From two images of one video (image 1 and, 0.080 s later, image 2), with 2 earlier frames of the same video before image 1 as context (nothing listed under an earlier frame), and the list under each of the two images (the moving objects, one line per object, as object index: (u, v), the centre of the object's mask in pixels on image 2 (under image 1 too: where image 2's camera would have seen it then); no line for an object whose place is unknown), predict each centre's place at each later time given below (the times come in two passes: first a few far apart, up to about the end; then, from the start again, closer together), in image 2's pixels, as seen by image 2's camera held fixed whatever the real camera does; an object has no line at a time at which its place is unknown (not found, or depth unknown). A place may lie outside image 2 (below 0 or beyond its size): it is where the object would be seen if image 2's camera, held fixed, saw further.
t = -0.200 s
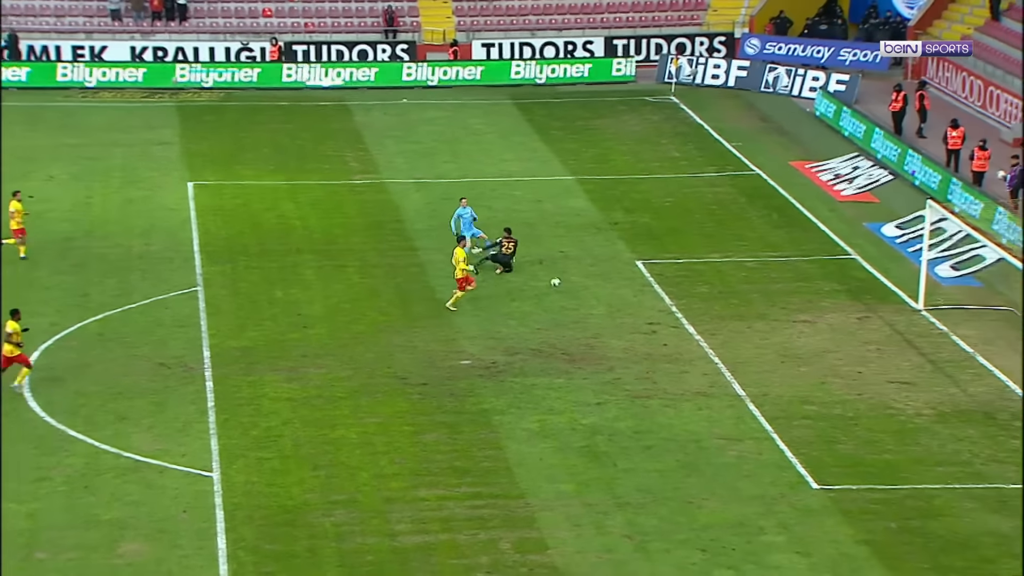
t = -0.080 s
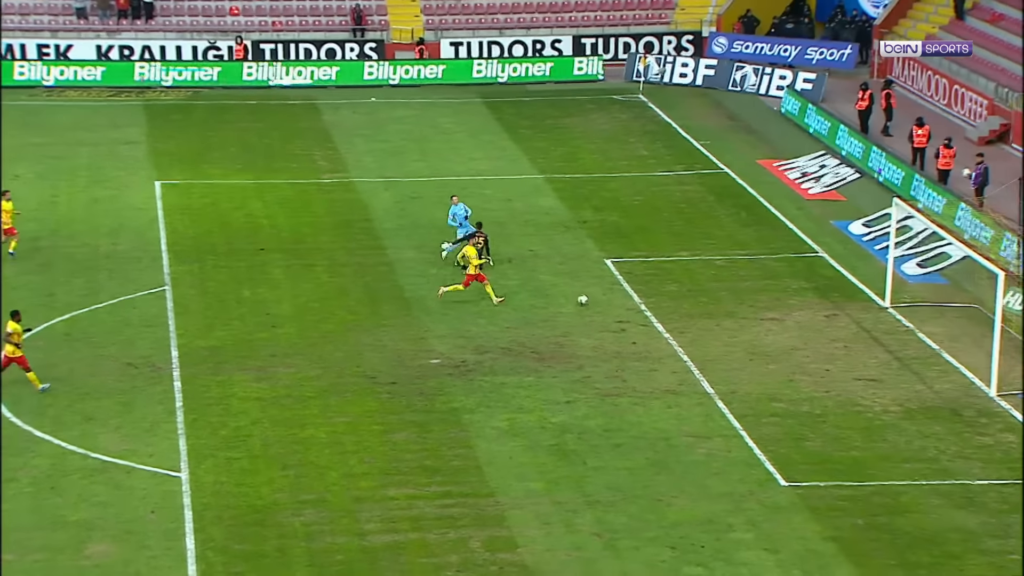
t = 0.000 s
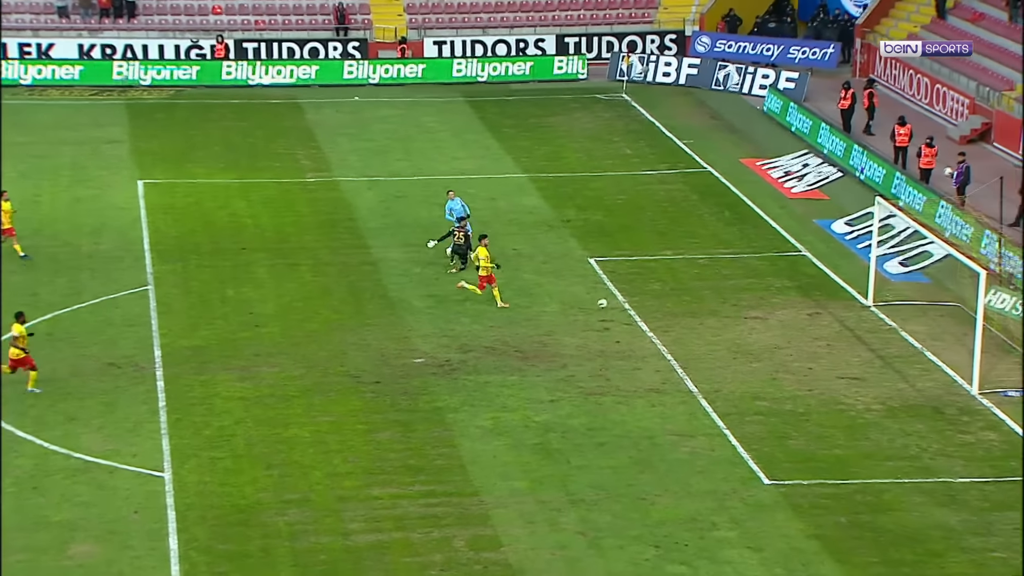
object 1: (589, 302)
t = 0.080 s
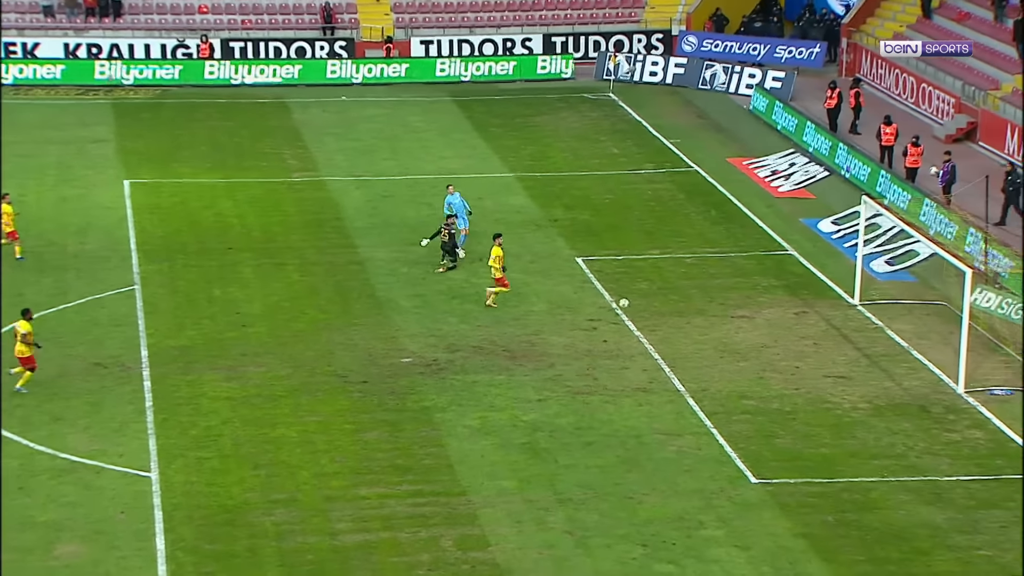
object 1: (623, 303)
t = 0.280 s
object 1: (710, 318)
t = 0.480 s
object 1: (785, 325)
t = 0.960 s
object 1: (948, 354)
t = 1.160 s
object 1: (1017, 367)
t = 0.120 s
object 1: (641, 305)
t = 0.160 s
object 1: (658, 307)
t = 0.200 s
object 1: (675, 310)
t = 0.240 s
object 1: (693, 313)
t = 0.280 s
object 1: (710, 318)
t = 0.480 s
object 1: (785, 325)
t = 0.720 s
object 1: (866, 336)
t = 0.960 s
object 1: (948, 354)
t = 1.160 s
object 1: (1017, 367)
